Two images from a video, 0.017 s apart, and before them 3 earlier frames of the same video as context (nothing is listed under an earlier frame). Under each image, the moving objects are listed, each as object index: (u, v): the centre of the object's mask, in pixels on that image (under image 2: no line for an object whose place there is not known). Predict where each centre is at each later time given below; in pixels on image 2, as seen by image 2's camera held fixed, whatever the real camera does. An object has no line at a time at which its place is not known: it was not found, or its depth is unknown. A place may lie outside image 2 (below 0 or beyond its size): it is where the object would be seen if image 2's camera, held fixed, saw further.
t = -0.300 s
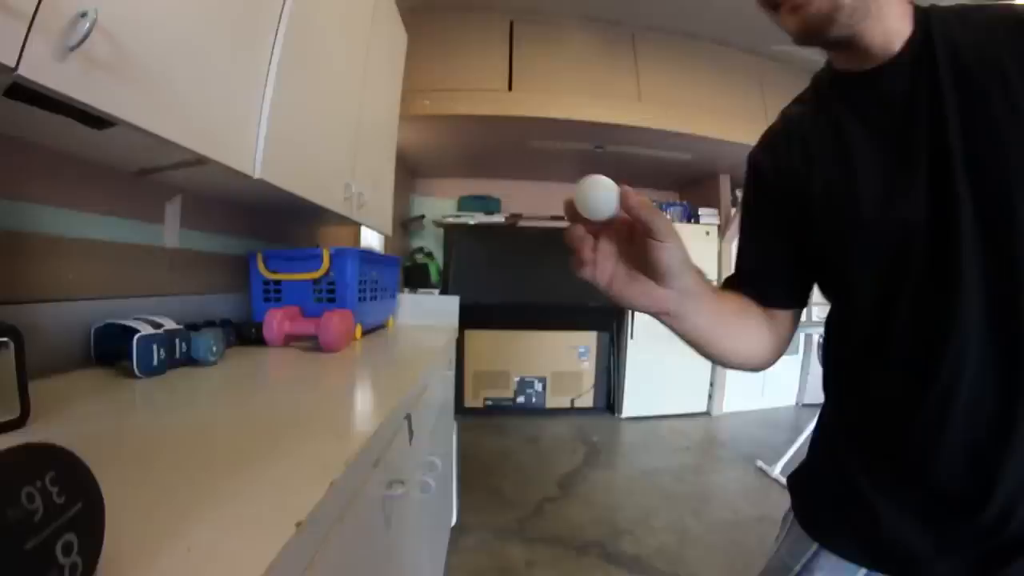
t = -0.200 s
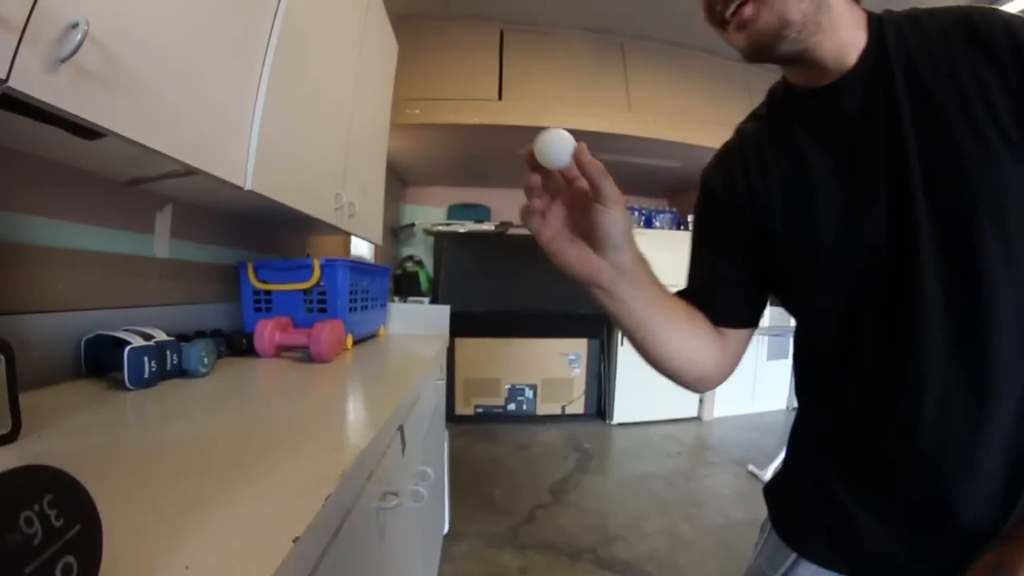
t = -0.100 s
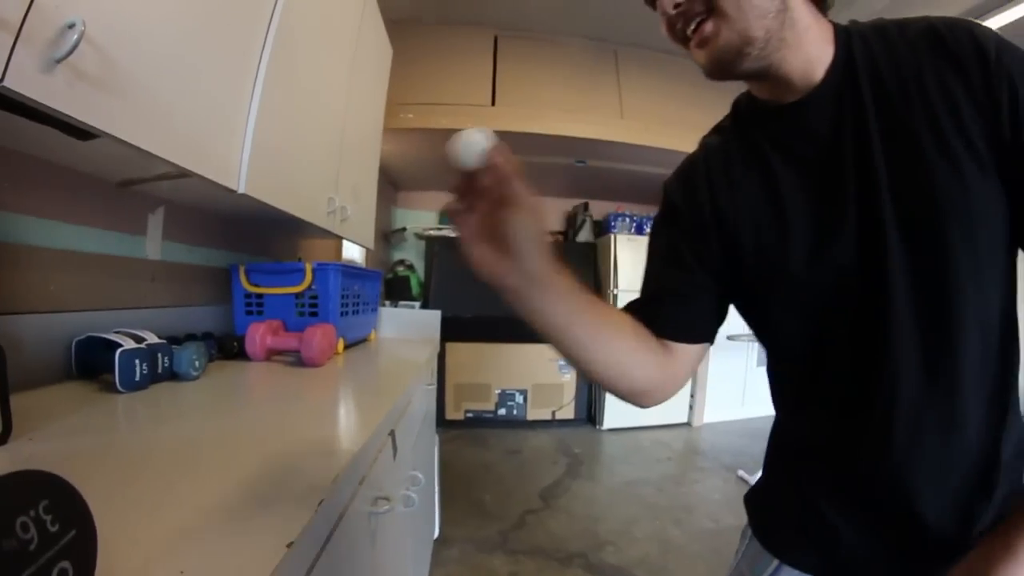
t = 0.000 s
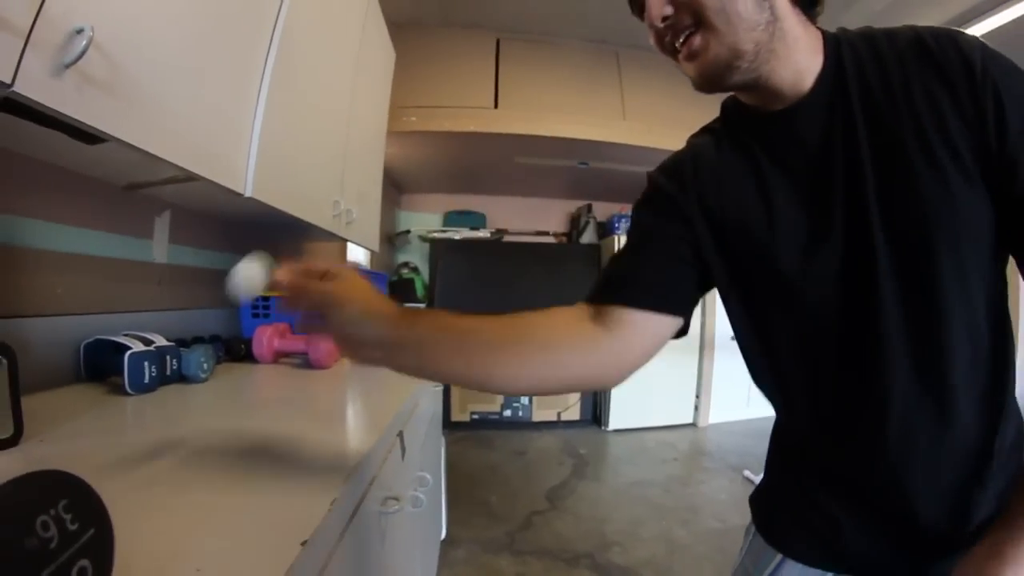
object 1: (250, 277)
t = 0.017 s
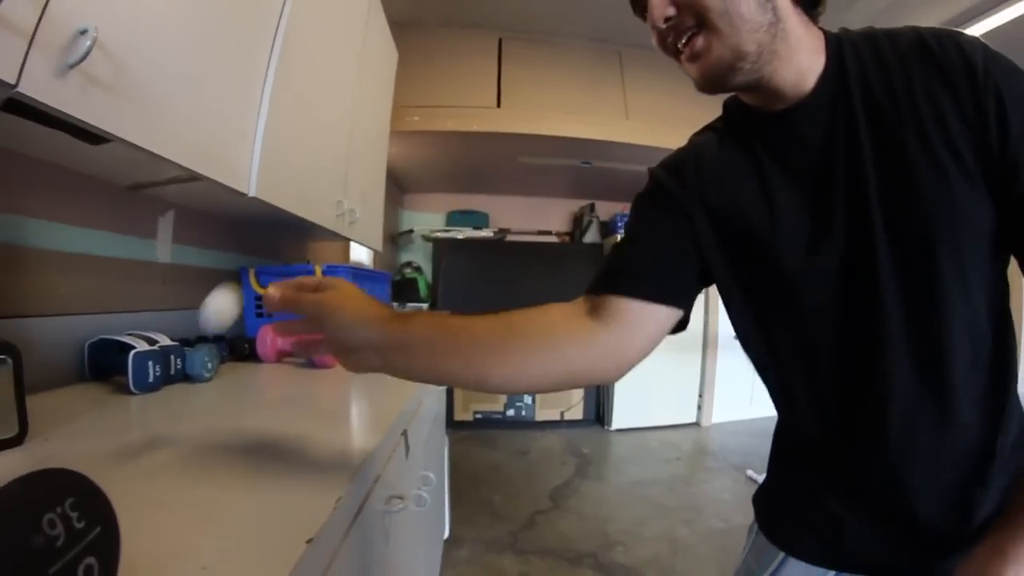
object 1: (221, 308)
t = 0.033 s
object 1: (194, 339)
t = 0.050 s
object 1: (166, 372)
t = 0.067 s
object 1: (145, 404)
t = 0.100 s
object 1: (112, 373)
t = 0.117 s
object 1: (101, 346)
